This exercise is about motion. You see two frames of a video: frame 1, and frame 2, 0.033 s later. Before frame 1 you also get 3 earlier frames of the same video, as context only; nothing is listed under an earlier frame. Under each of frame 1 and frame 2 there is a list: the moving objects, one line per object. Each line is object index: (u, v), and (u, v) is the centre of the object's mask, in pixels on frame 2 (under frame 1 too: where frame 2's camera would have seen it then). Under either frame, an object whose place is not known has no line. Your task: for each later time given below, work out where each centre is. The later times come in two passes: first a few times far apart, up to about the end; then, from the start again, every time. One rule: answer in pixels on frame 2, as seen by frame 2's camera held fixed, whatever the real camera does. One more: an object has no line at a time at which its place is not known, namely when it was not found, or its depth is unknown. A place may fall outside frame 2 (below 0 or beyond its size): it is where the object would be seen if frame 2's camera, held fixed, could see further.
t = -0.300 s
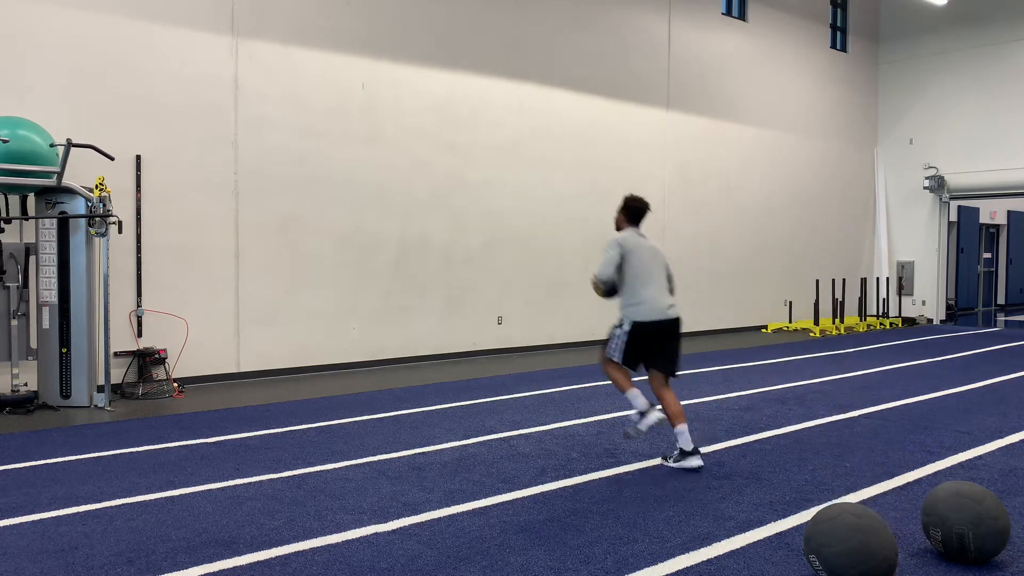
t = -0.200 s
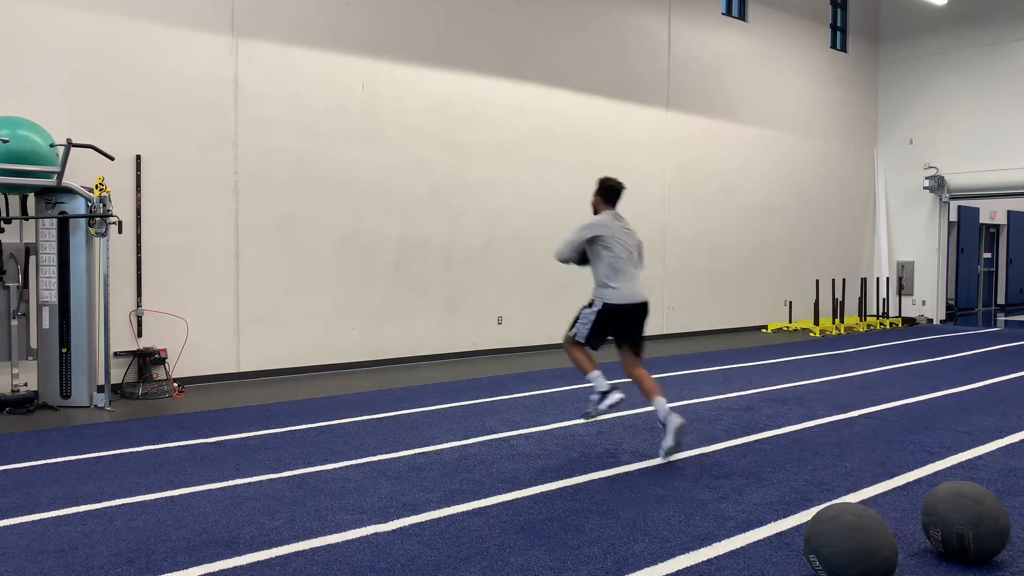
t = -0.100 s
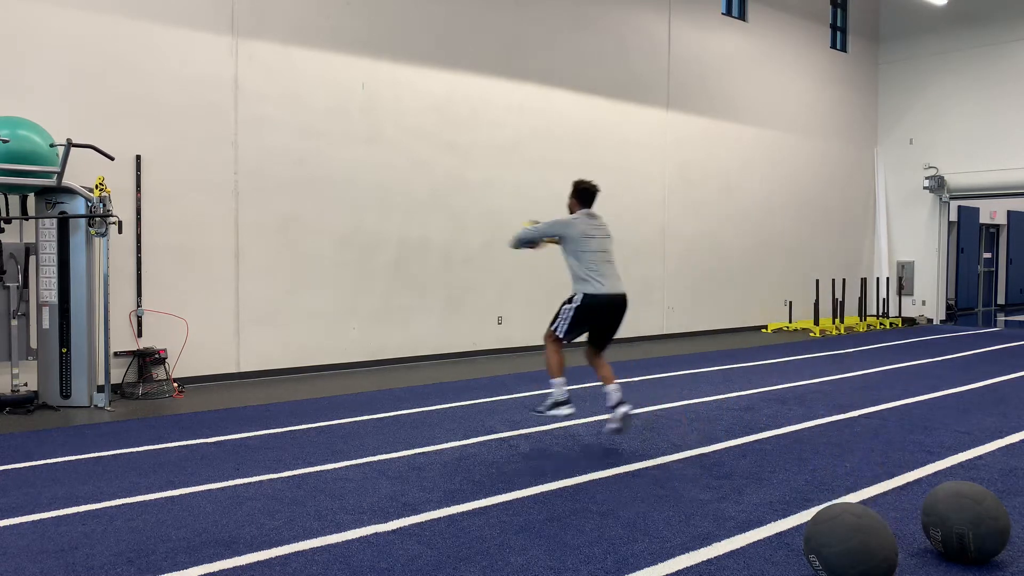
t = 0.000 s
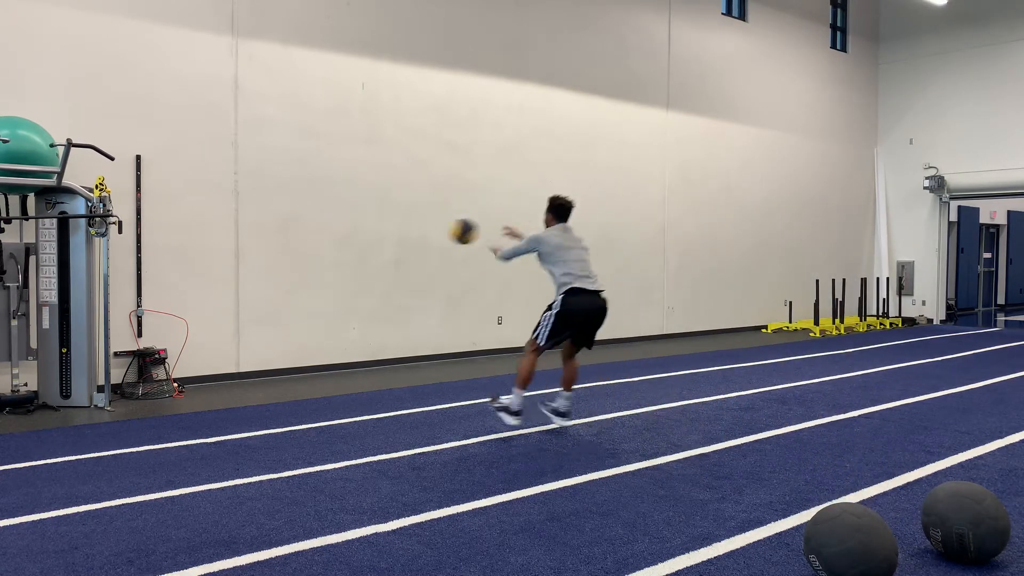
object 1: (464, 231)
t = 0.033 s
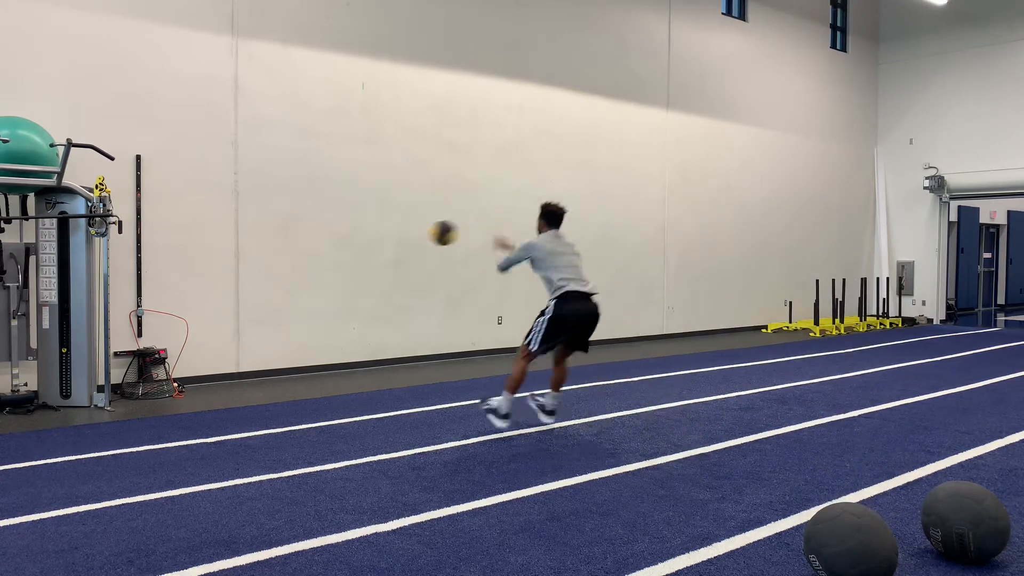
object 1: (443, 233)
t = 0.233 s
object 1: (345, 262)
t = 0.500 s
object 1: (375, 325)
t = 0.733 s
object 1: (437, 366)
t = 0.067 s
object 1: (425, 235)
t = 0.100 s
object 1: (407, 239)
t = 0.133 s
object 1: (390, 244)
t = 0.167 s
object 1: (374, 249)
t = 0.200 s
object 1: (359, 255)
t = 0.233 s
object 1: (345, 262)
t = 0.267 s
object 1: (331, 269)
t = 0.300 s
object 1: (321, 276)
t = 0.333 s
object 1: (330, 281)
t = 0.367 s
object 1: (339, 287)
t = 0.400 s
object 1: (347, 295)
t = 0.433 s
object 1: (356, 304)
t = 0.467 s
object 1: (366, 313)
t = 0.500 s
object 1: (375, 325)
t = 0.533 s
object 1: (385, 338)
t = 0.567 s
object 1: (396, 353)
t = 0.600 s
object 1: (406, 370)
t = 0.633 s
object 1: (418, 388)
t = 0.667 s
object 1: (426, 386)
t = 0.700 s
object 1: (431, 376)
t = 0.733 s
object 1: (437, 366)
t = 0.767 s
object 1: (444, 358)
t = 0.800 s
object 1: (451, 351)
